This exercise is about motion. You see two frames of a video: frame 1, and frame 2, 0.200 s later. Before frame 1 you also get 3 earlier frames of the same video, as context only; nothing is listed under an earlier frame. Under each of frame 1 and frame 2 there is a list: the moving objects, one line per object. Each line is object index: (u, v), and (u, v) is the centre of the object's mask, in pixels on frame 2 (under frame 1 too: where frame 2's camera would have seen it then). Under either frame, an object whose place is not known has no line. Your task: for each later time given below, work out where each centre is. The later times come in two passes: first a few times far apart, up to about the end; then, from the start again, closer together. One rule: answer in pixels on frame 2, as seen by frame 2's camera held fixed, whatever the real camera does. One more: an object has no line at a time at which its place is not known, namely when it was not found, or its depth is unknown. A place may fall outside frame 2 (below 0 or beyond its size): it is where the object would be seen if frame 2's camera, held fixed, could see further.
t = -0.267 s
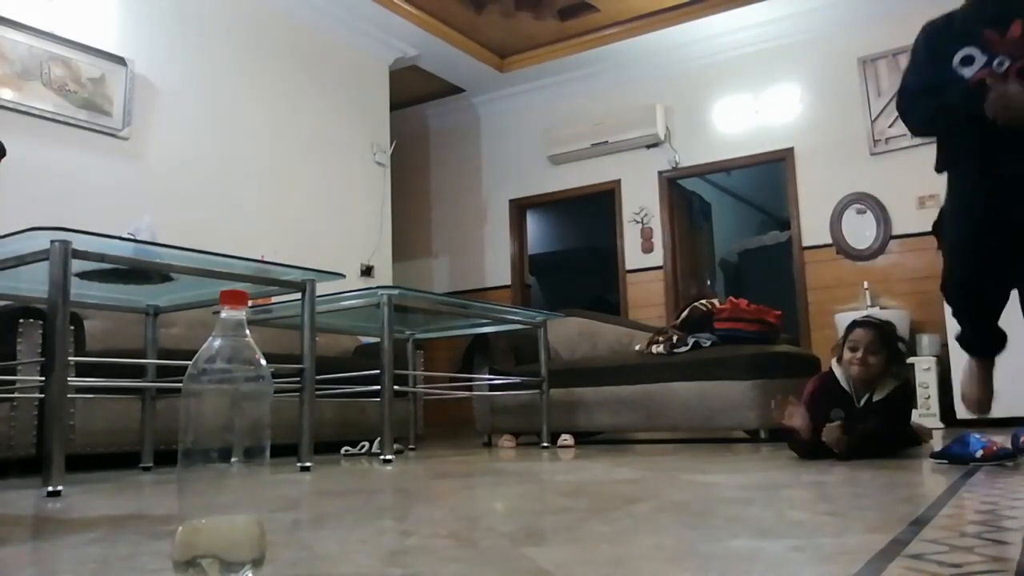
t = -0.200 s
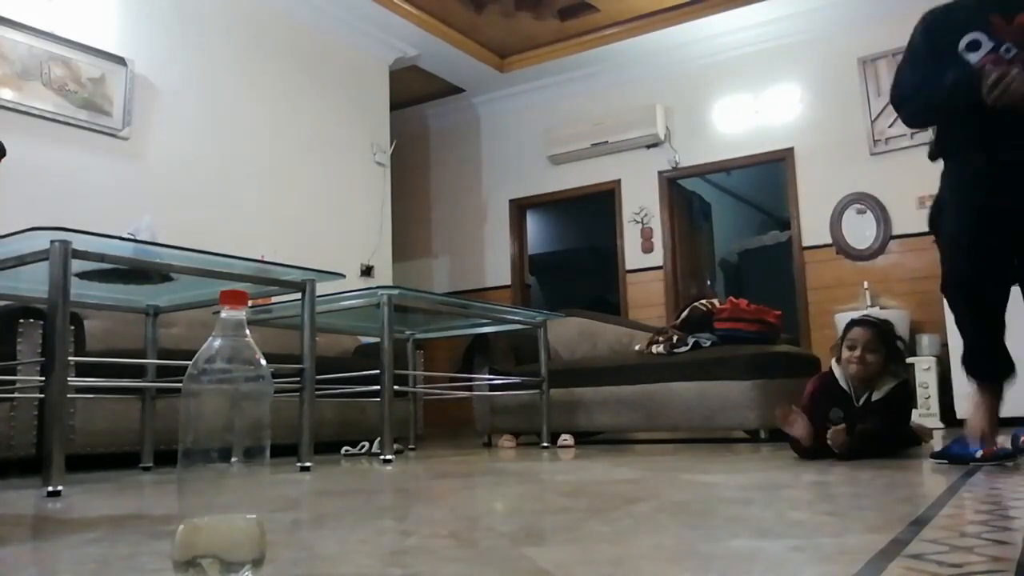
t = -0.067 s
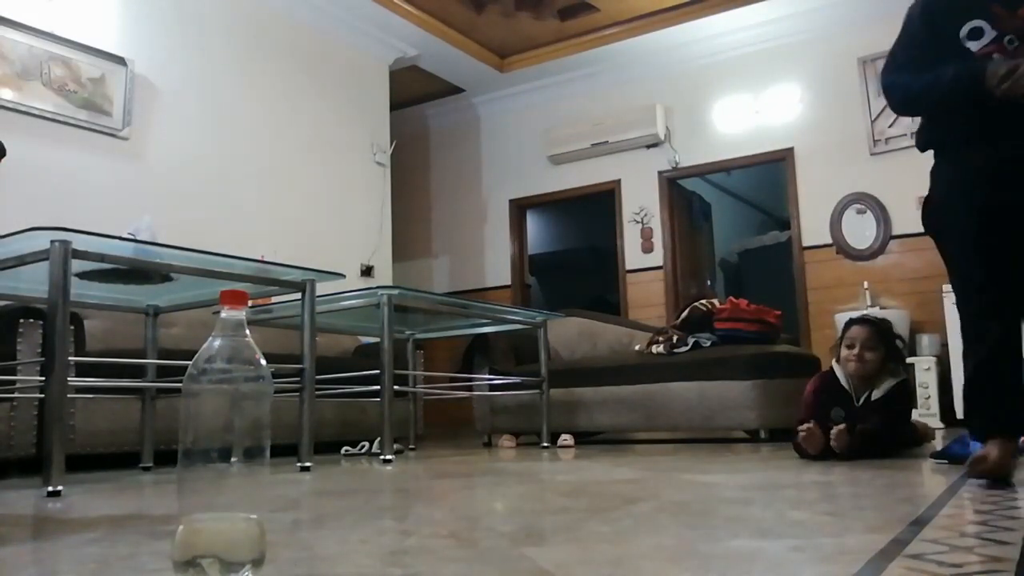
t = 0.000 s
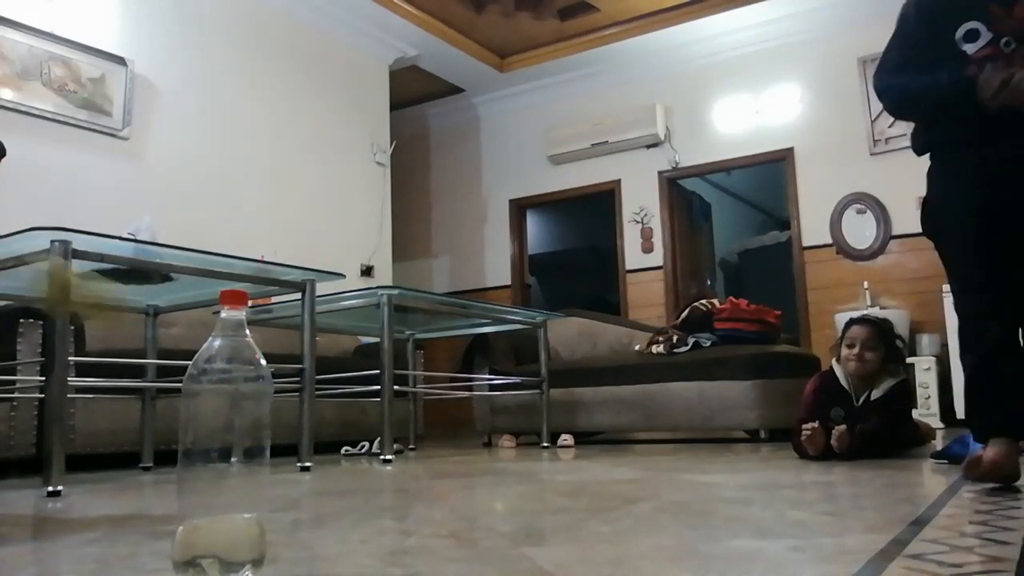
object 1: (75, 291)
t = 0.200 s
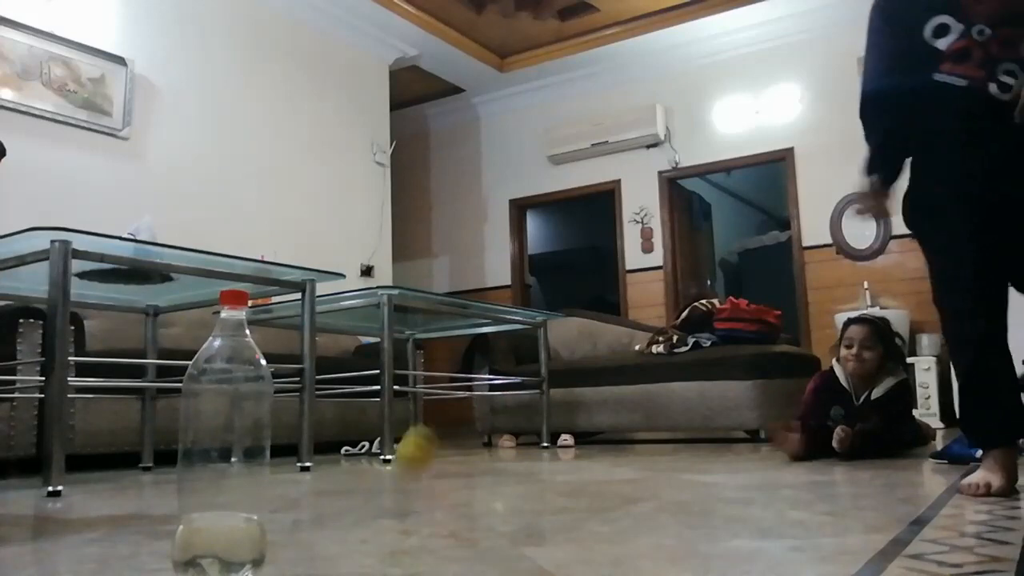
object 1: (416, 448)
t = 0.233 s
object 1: (432, 421)
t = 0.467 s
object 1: (528, 380)
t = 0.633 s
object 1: (581, 443)
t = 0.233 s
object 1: (432, 421)
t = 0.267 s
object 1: (446, 400)
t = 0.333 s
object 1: (475, 370)
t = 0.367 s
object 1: (491, 364)
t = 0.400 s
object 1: (503, 365)
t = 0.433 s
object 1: (515, 371)
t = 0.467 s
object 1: (528, 380)
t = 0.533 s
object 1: (550, 409)
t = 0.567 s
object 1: (562, 431)
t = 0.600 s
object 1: (573, 459)
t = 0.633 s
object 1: (581, 443)
